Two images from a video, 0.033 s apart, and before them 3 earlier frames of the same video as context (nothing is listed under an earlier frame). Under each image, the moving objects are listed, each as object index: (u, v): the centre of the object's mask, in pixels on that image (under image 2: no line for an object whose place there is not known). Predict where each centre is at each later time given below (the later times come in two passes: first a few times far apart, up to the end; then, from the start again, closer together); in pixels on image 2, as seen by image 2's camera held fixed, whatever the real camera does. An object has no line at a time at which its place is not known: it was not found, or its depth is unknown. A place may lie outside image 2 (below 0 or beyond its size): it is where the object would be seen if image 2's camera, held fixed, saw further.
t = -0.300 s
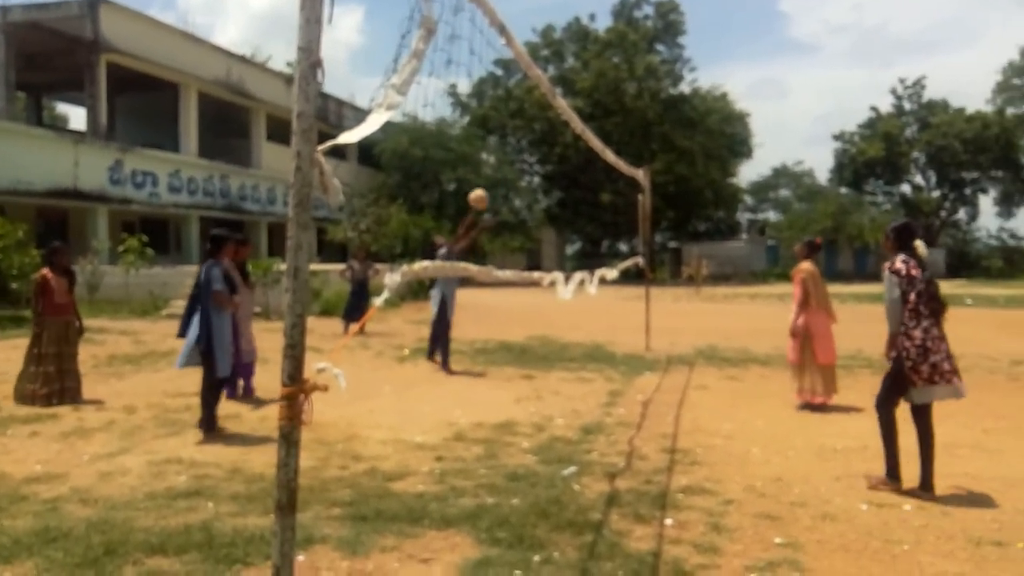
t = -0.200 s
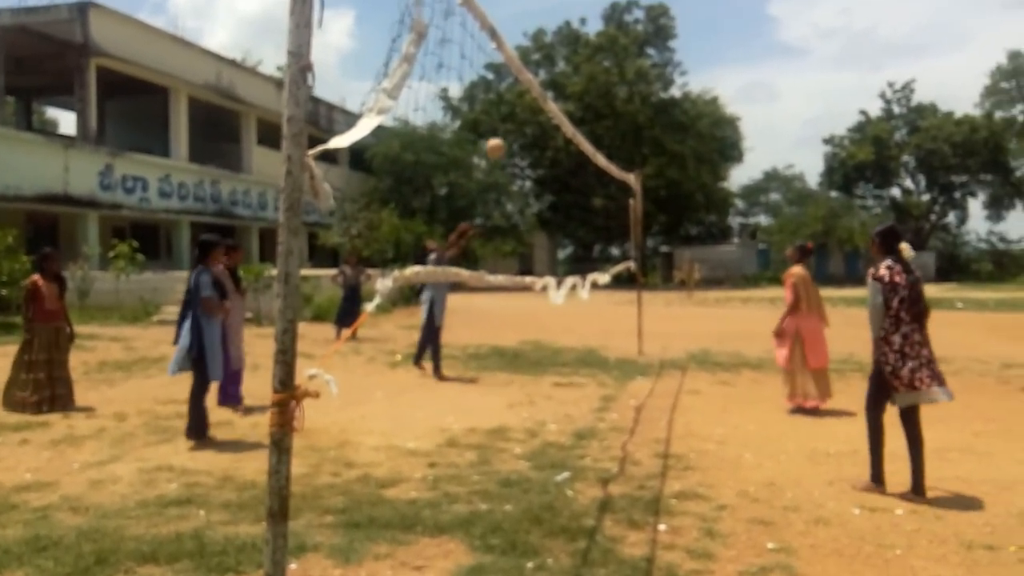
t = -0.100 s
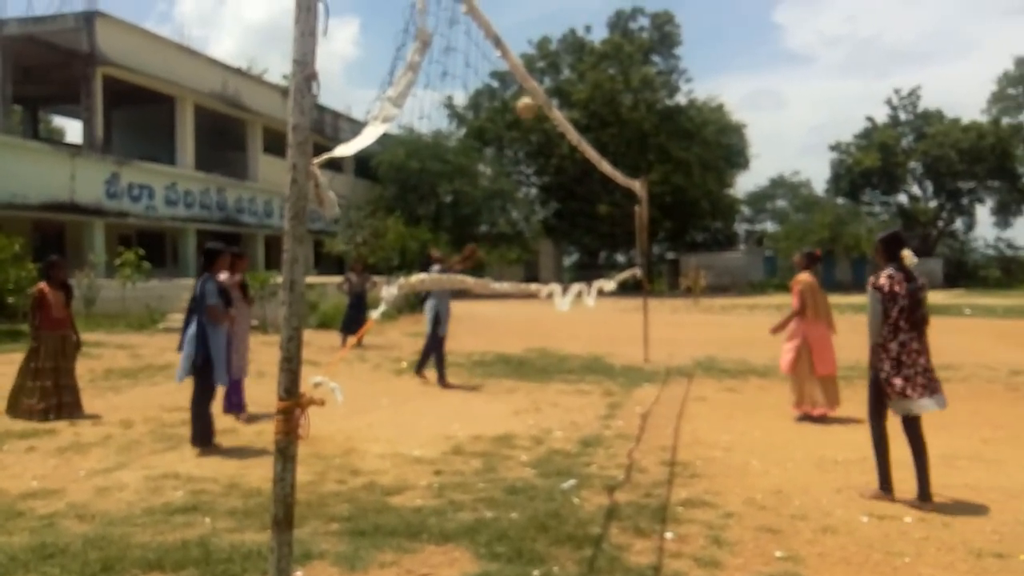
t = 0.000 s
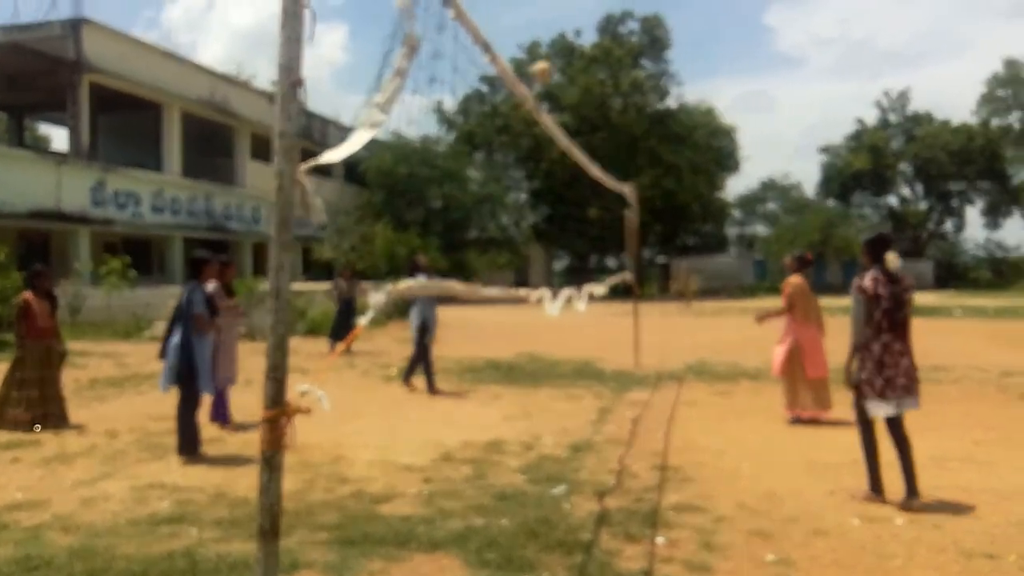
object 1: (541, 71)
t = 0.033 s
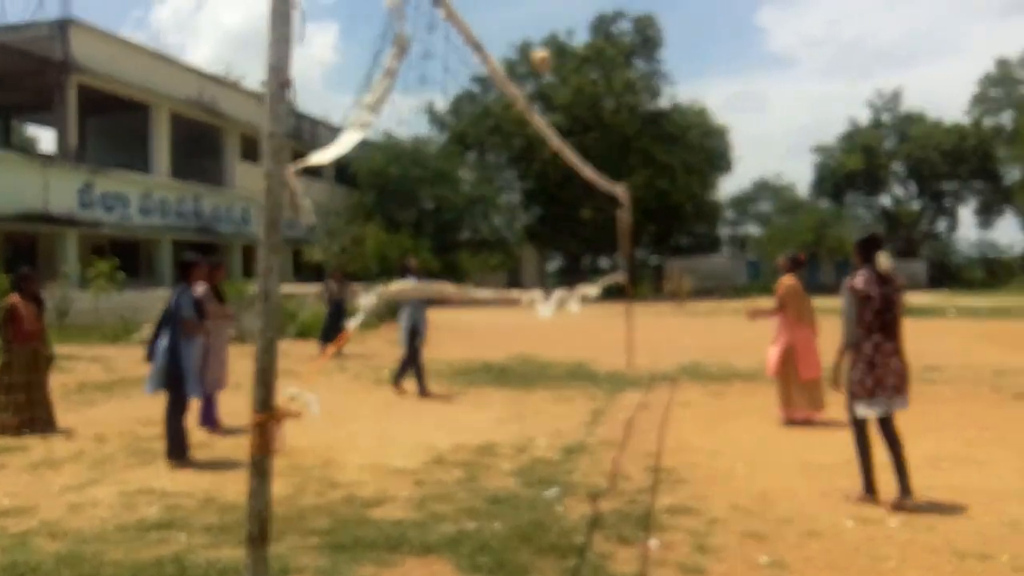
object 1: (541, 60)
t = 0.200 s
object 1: (591, 15)
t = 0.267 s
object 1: (612, 5)
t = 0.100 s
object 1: (560, 40)
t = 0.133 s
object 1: (568, 32)
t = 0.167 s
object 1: (579, 22)
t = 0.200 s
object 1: (591, 15)
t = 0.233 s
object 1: (602, 11)
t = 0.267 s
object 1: (612, 5)
